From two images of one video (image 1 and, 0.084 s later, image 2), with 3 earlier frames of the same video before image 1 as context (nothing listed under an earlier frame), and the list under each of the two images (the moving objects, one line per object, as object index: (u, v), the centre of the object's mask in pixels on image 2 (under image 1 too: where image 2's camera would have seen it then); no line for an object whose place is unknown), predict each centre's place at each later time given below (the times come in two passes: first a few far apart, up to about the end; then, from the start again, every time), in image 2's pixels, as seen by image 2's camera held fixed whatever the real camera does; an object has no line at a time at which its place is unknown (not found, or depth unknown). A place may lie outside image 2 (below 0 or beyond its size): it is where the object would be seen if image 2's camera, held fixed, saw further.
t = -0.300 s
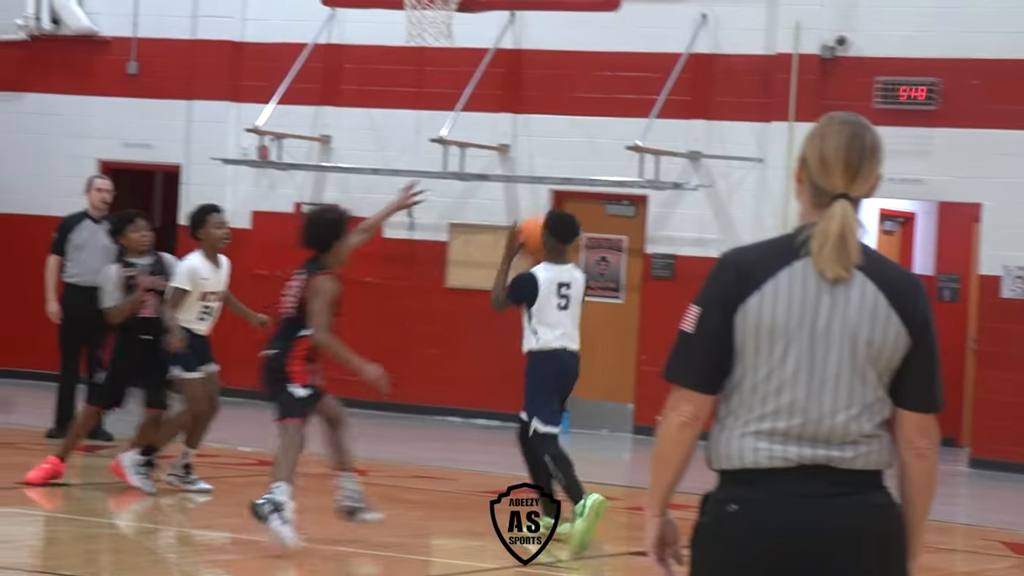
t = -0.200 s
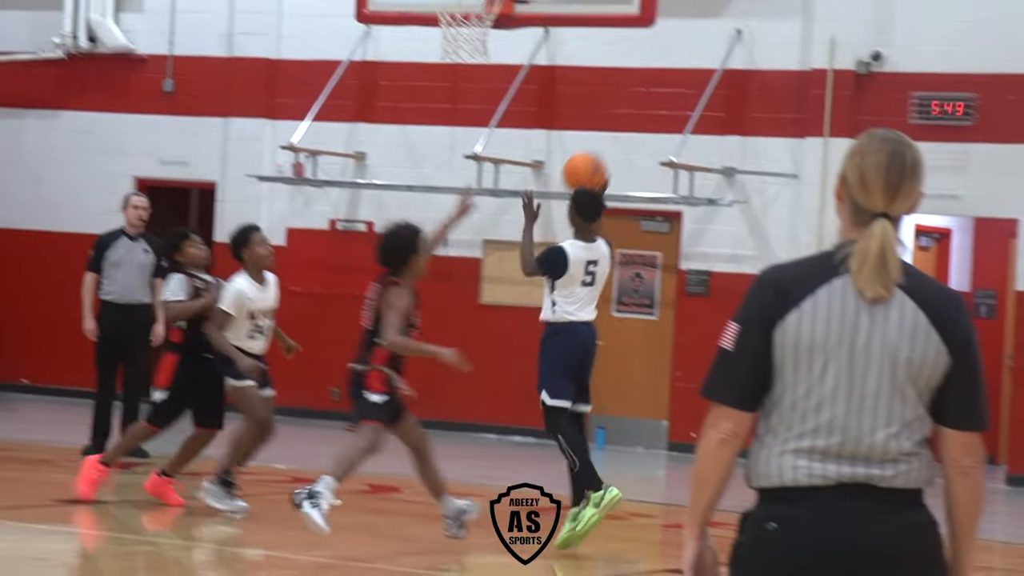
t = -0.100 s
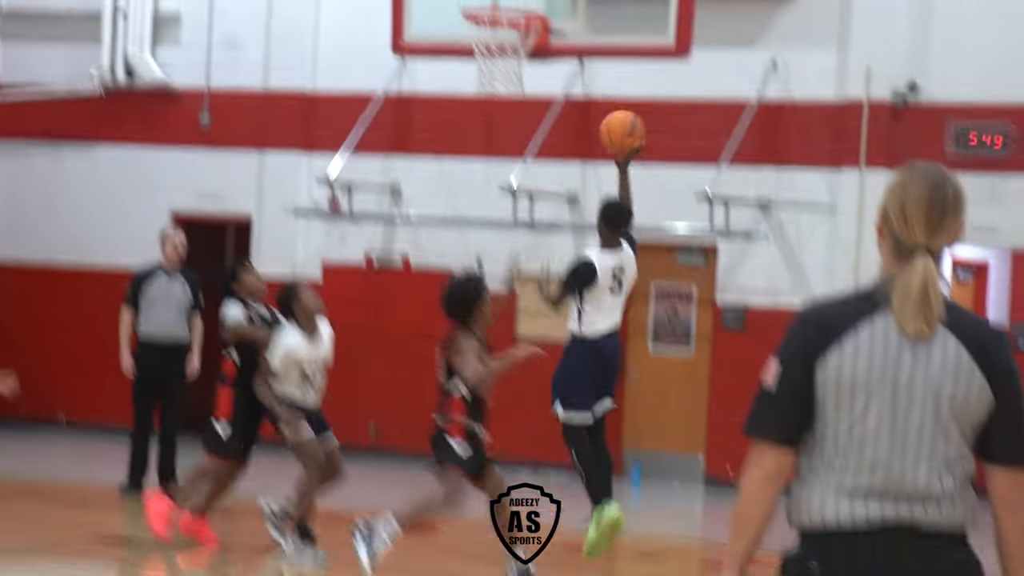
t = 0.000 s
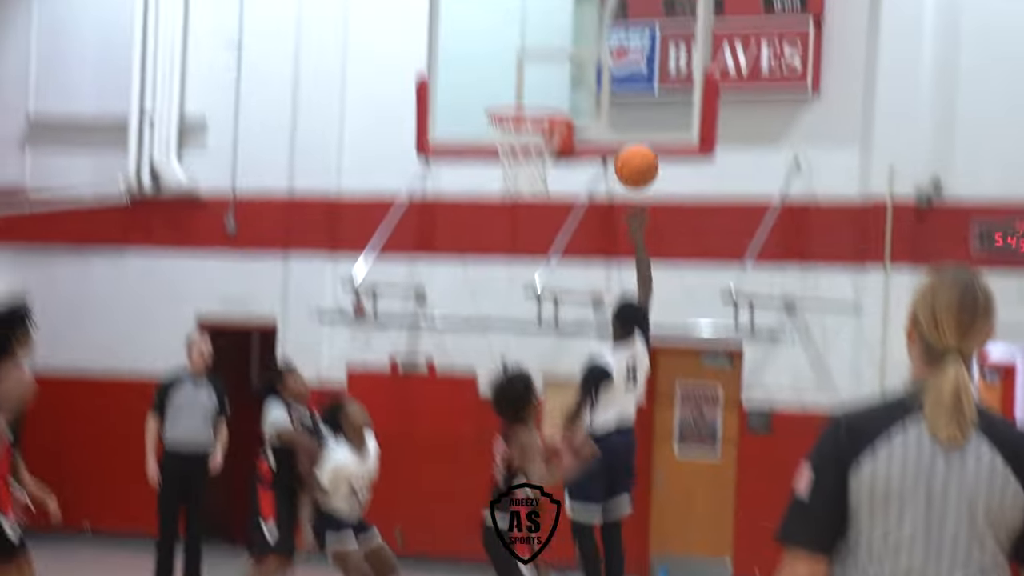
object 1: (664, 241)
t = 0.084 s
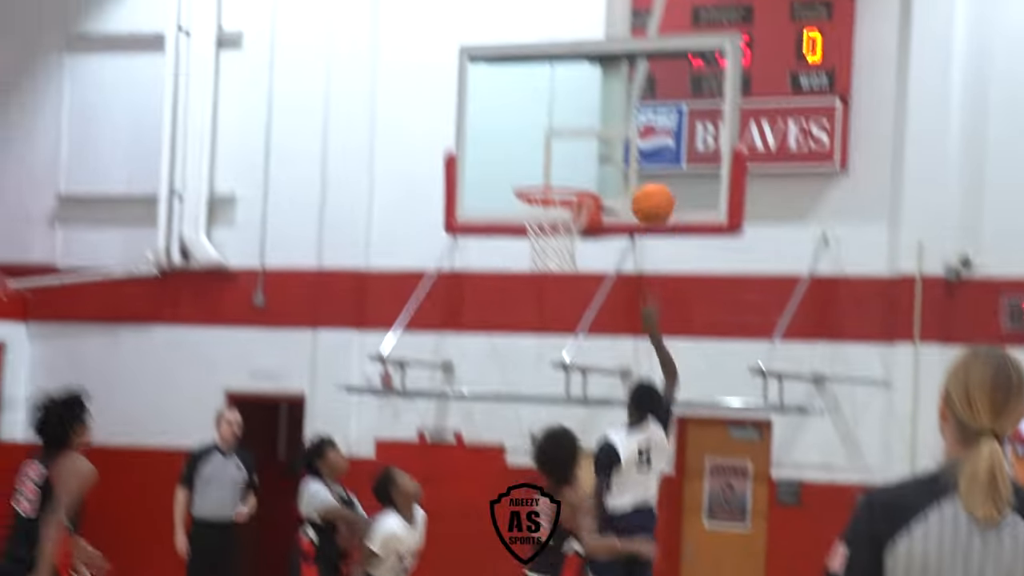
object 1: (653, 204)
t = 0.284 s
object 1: (609, 167)
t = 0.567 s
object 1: (537, 218)
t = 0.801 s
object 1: (533, 274)
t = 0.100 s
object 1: (650, 198)
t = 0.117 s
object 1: (648, 192)
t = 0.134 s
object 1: (645, 187)
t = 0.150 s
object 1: (643, 183)
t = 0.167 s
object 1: (641, 179)
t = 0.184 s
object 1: (639, 176)
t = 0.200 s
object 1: (635, 173)
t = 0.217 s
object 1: (630, 171)
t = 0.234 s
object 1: (625, 170)
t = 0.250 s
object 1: (620, 168)
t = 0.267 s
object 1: (615, 167)
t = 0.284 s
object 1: (609, 167)
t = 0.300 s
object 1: (604, 167)
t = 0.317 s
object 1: (599, 168)
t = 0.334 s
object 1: (594, 168)
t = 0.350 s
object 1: (589, 171)
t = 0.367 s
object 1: (583, 173)
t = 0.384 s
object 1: (578, 175)
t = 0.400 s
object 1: (573, 177)
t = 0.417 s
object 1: (567, 179)
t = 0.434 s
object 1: (562, 182)
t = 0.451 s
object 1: (559, 188)
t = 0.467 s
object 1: (556, 191)
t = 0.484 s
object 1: (552, 195)
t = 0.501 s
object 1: (549, 199)
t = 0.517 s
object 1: (545, 203)
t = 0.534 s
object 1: (542, 208)
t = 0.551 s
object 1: (539, 214)
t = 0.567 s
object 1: (537, 218)
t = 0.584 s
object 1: (533, 223)
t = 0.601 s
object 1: (530, 228)
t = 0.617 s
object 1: (529, 233)
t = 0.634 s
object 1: (528, 235)
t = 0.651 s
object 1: (527, 238)
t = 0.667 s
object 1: (527, 239)
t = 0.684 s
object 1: (527, 242)
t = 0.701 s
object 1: (528, 244)
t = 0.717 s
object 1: (528, 249)
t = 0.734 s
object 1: (530, 254)
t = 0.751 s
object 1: (531, 261)
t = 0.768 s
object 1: (531, 263)
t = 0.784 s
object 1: (533, 269)
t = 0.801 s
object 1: (533, 274)
